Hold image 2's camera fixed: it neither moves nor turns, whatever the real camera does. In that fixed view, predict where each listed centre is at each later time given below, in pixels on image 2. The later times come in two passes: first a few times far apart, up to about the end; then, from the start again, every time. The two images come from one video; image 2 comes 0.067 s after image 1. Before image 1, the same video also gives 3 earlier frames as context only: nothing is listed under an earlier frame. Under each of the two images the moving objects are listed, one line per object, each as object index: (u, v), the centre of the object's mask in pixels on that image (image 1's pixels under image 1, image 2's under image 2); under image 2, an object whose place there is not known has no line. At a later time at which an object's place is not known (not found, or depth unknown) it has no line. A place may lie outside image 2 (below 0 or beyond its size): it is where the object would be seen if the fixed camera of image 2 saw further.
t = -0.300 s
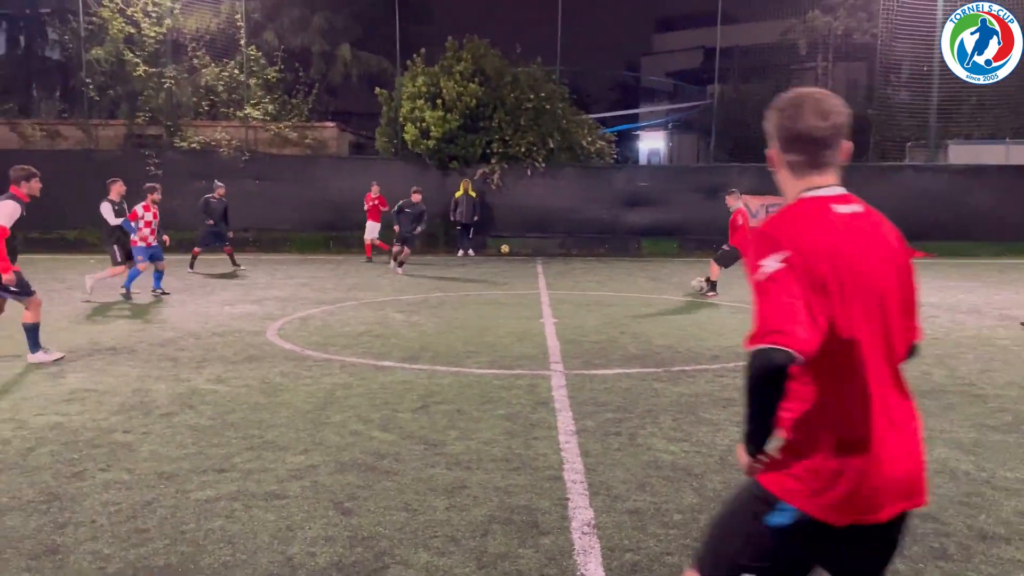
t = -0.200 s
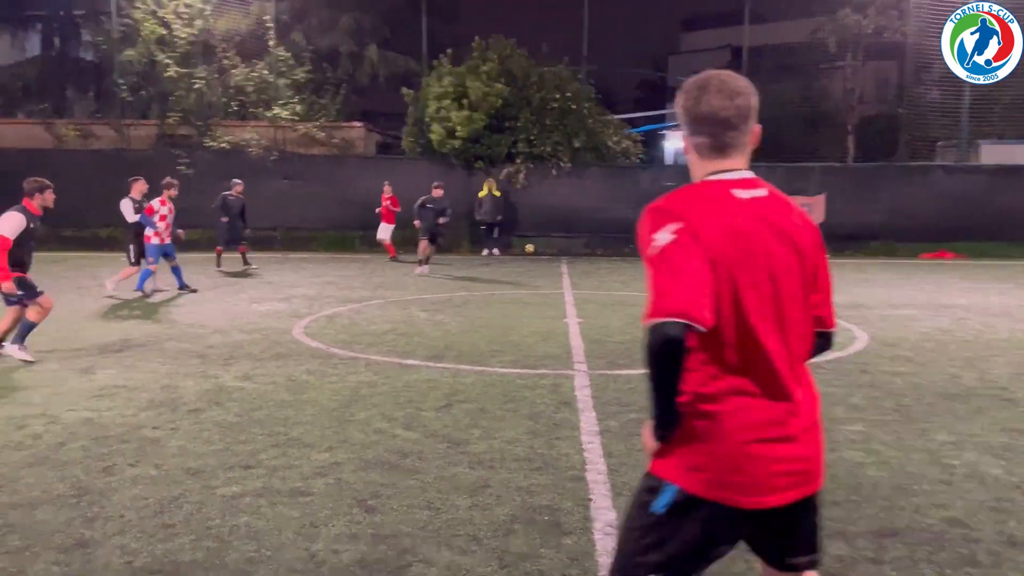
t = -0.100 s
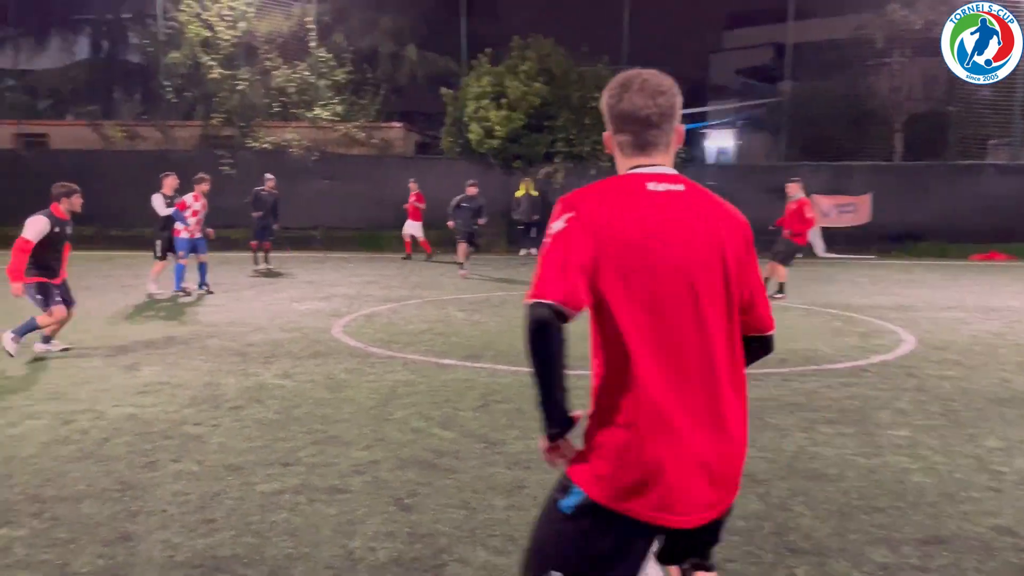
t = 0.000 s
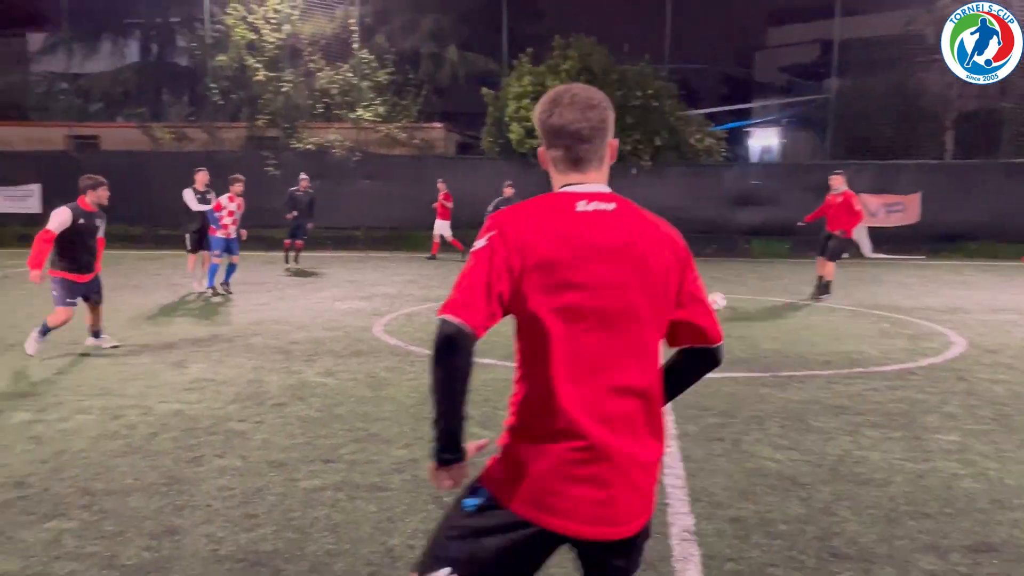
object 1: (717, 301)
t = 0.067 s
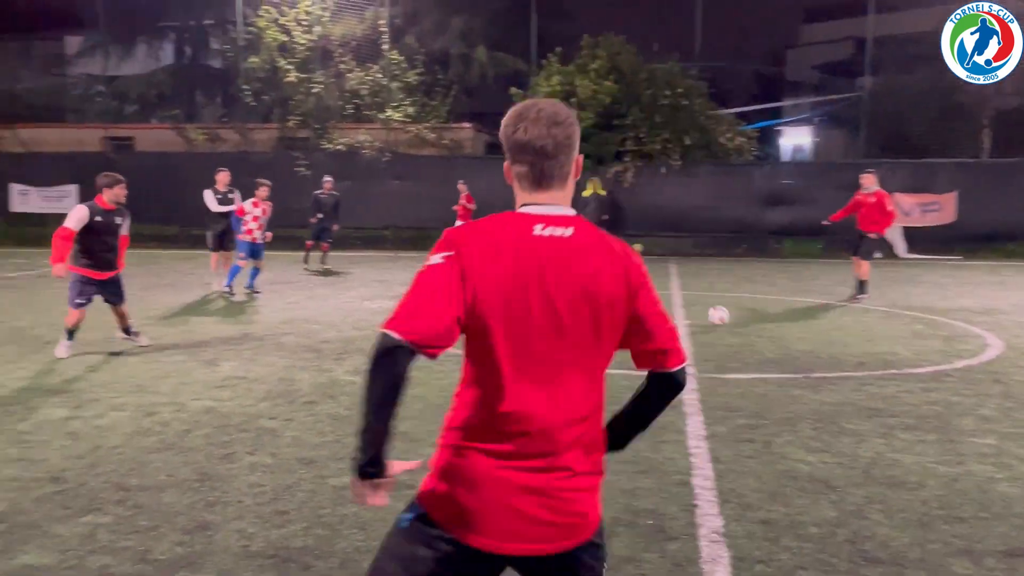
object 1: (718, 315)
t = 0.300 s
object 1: (607, 341)
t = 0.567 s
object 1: (421, 402)
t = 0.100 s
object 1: (704, 324)
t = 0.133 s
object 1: (691, 323)
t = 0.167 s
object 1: (675, 324)
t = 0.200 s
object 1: (659, 326)
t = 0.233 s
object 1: (642, 329)
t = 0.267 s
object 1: (625, 335)
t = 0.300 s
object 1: (607, 341)
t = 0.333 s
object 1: (587, 349)
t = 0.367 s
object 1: (566, 360)
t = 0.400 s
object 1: (545, 367)
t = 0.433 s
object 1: (523, 369)
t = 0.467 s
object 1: (500, 374)
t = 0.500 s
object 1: (476, 381)
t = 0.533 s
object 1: (449, 389)
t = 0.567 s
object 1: (421, 402)
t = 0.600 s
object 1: (391, 414)
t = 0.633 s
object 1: (361, 419)
